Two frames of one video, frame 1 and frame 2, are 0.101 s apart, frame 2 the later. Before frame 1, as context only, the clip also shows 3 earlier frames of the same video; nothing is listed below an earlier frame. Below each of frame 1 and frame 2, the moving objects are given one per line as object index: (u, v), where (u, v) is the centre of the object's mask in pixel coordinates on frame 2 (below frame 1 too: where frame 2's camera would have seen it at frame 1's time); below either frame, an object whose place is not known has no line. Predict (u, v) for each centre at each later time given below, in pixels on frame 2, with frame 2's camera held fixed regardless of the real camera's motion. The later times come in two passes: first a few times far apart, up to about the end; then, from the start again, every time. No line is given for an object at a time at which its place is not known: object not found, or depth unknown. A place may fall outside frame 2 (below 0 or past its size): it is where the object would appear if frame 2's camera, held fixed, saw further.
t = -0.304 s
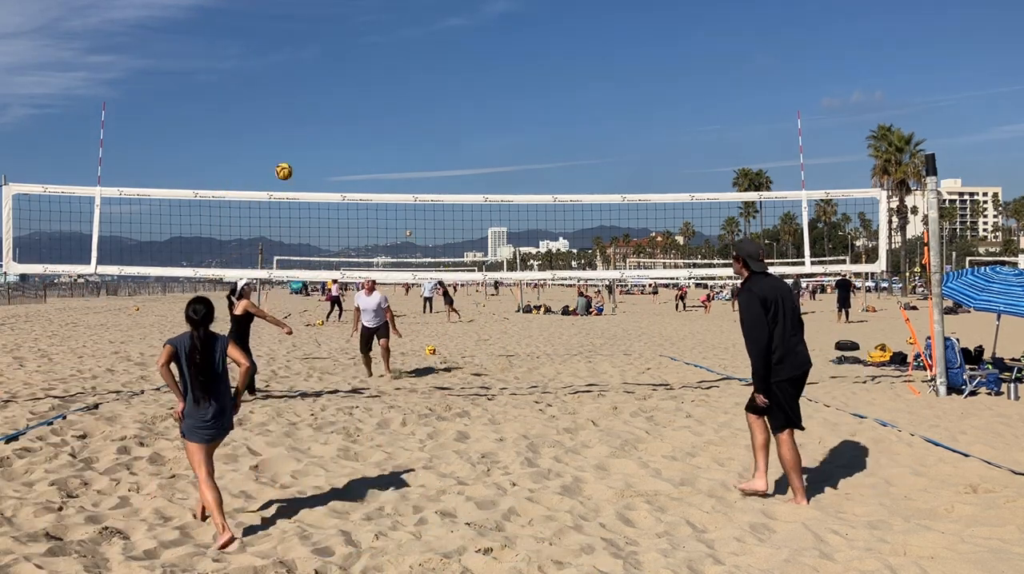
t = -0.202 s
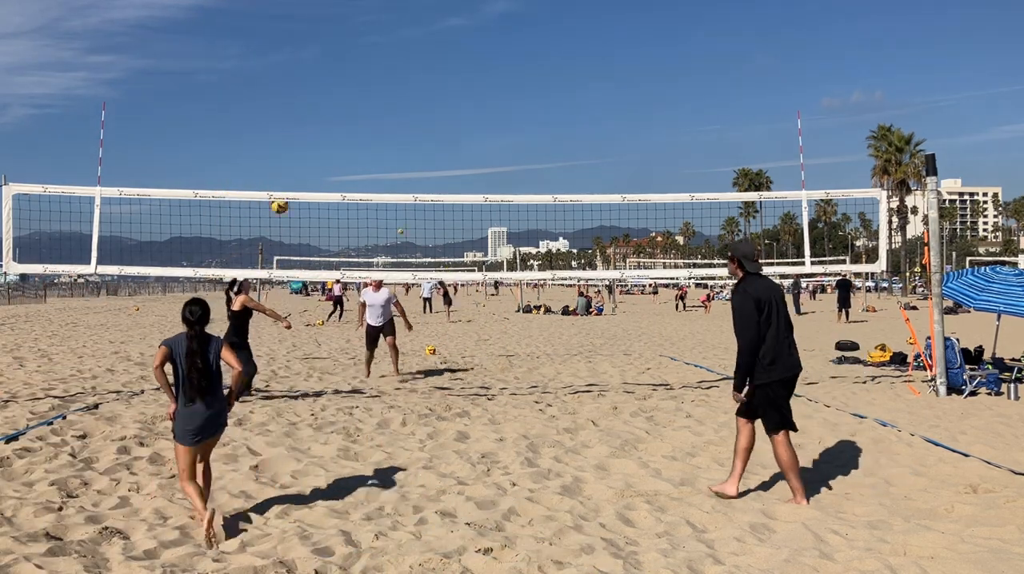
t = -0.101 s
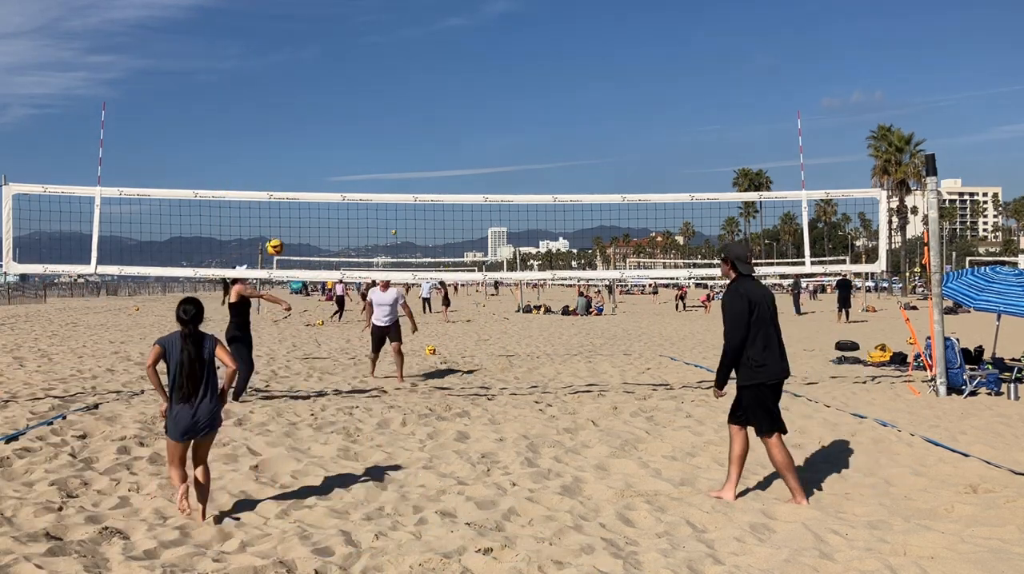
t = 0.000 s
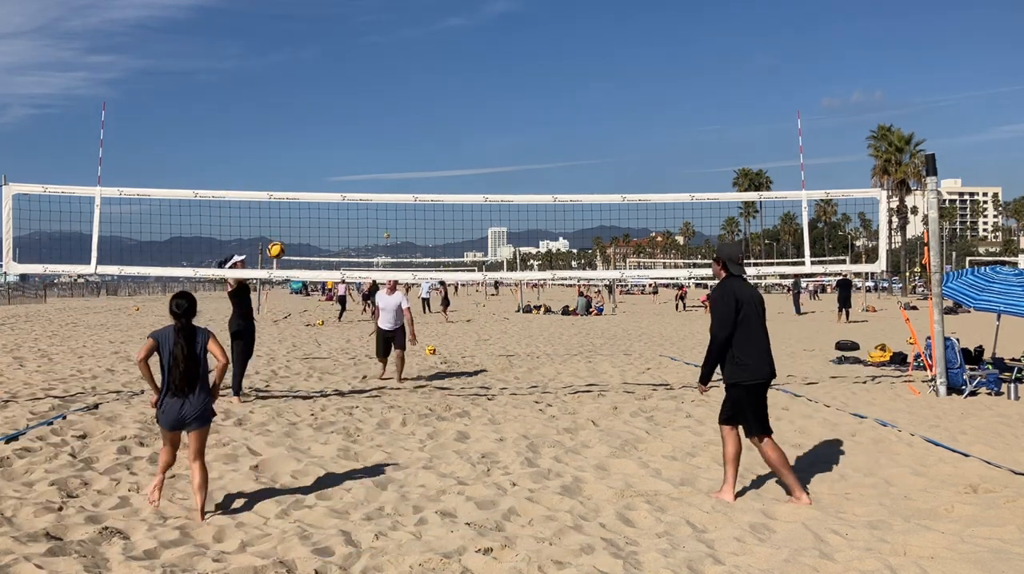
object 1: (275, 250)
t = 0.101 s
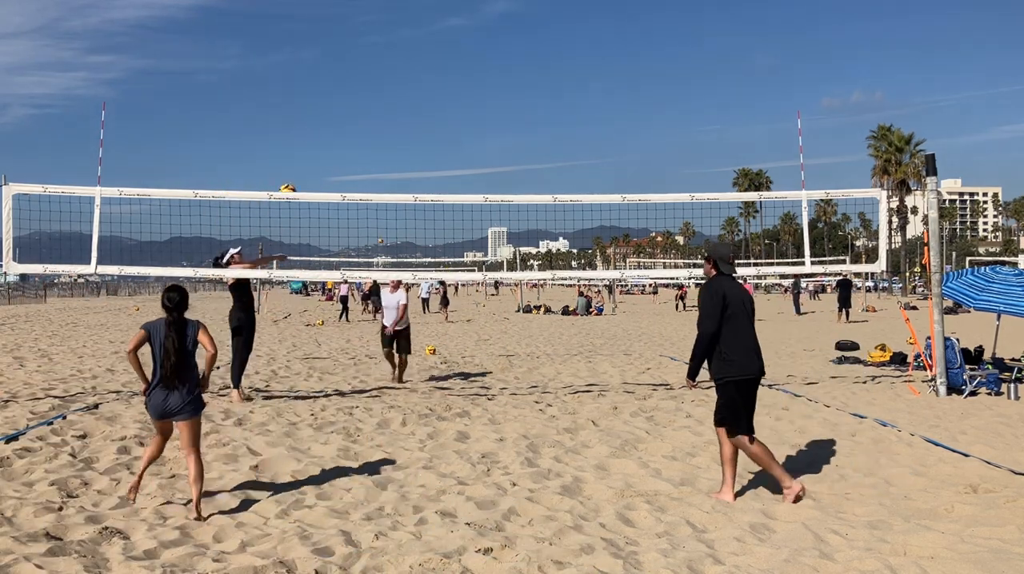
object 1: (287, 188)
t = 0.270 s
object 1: (306, 117)
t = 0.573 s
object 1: (343, 43)
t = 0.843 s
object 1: (377, 40)
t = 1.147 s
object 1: (414, 105)
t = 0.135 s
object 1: (291, 175)
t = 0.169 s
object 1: (295, 159)
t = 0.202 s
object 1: (299, 144)
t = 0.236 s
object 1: (303, 130)
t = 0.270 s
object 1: (306, 117)
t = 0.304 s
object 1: (310, 105)
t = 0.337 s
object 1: (314, 94)
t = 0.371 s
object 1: (318, 83)
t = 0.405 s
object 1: (322, 74)
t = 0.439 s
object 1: (327, 66)
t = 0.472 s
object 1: (330, 59)
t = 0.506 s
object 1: (335, 52)
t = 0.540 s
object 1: (338, 47)
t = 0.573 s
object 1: (343, 43)
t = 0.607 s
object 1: (347, 39)
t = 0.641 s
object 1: (351, 36)
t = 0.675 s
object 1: (356, 35)
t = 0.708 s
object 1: (360, 34)
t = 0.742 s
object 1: (364, 34)
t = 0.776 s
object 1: (368, 36)
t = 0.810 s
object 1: (372, 37)
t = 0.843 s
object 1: (377, 40)
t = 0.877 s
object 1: (380, 44)
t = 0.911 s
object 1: (385, 49)
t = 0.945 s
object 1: (389, 54)
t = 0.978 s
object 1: (393, 61)
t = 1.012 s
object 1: (397, 68)
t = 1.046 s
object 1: (401, 76)
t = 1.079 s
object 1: (406, 85)
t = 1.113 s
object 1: (410, 95)
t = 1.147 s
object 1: (414, 105)
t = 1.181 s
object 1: (419, 117)
